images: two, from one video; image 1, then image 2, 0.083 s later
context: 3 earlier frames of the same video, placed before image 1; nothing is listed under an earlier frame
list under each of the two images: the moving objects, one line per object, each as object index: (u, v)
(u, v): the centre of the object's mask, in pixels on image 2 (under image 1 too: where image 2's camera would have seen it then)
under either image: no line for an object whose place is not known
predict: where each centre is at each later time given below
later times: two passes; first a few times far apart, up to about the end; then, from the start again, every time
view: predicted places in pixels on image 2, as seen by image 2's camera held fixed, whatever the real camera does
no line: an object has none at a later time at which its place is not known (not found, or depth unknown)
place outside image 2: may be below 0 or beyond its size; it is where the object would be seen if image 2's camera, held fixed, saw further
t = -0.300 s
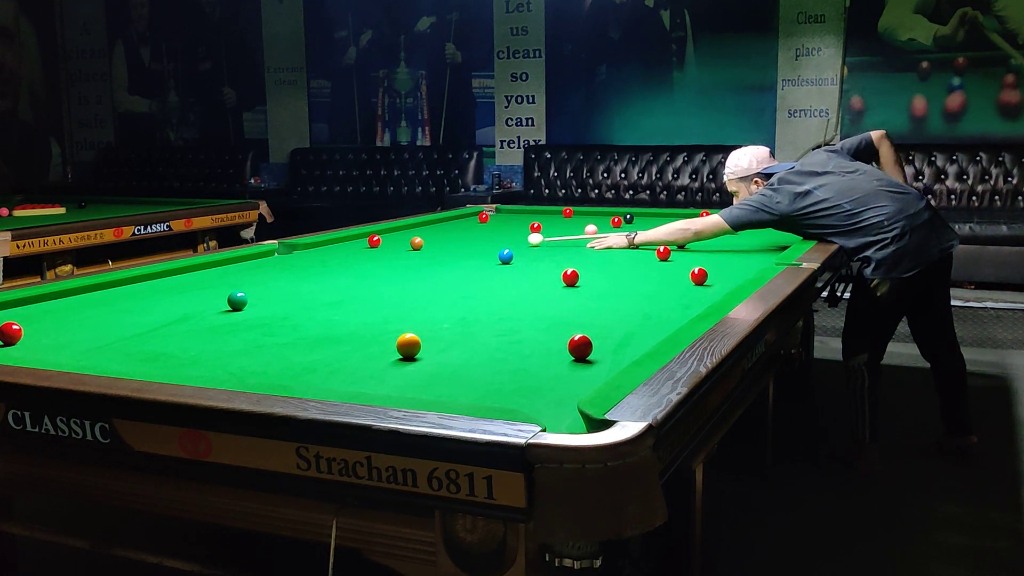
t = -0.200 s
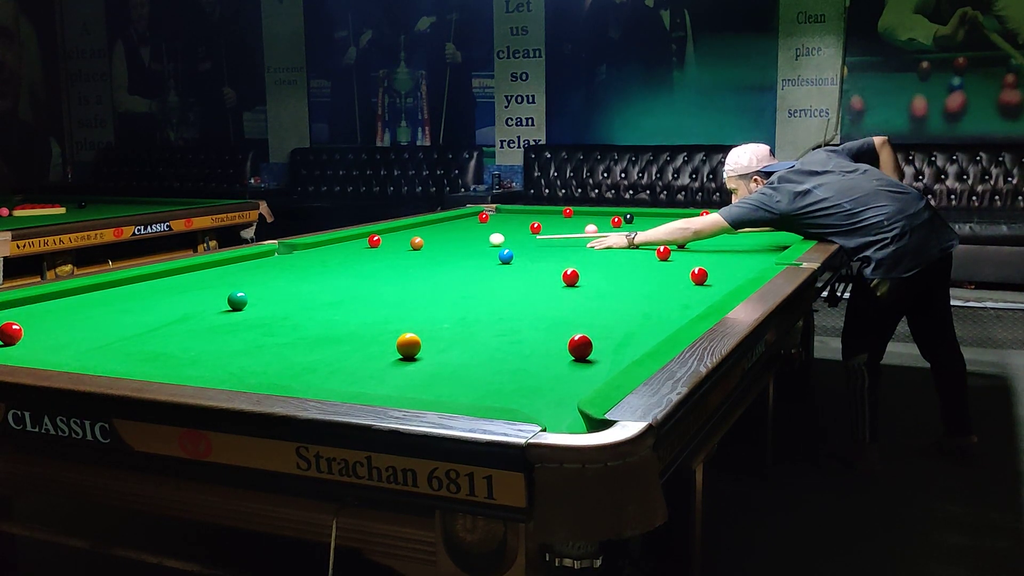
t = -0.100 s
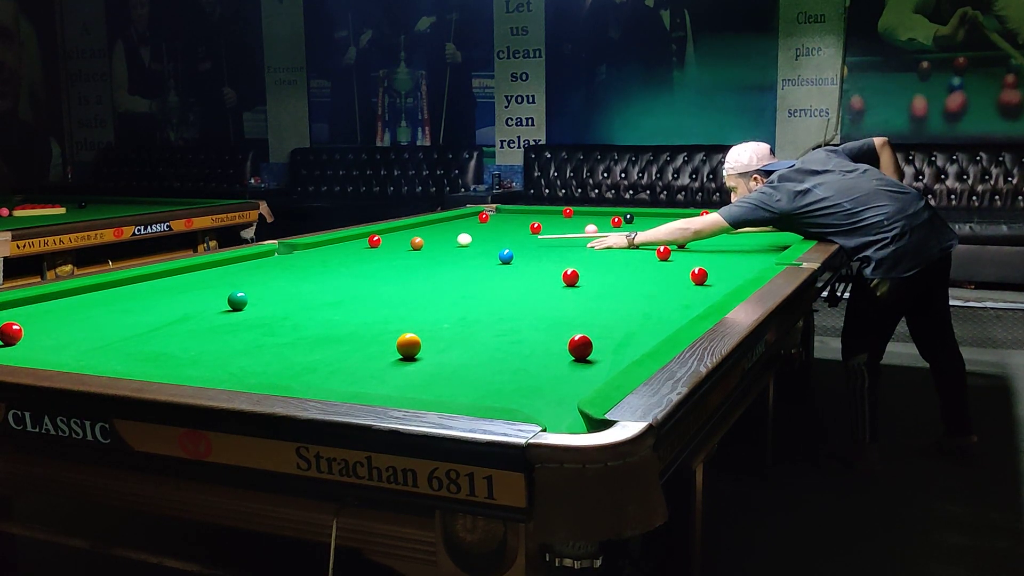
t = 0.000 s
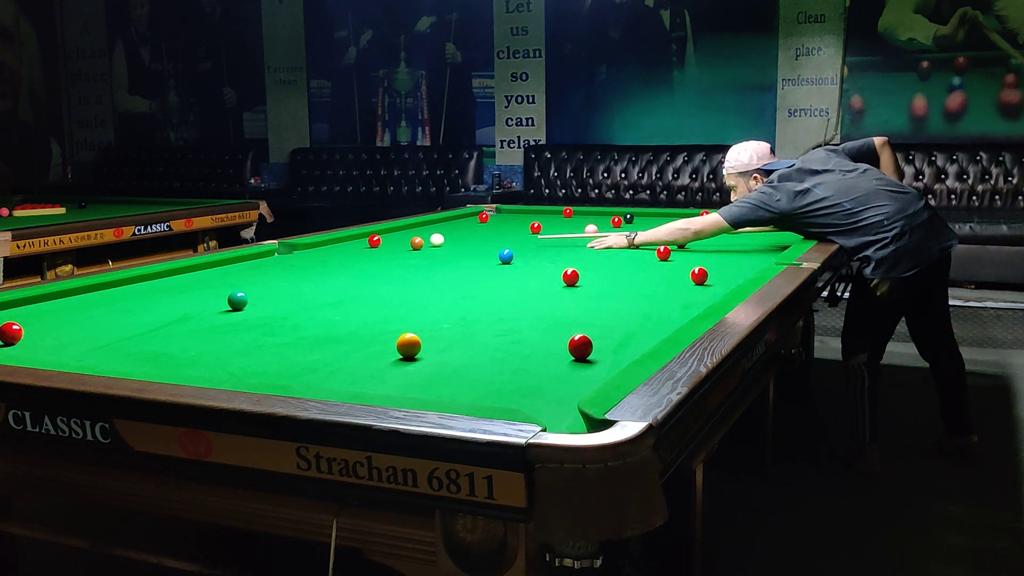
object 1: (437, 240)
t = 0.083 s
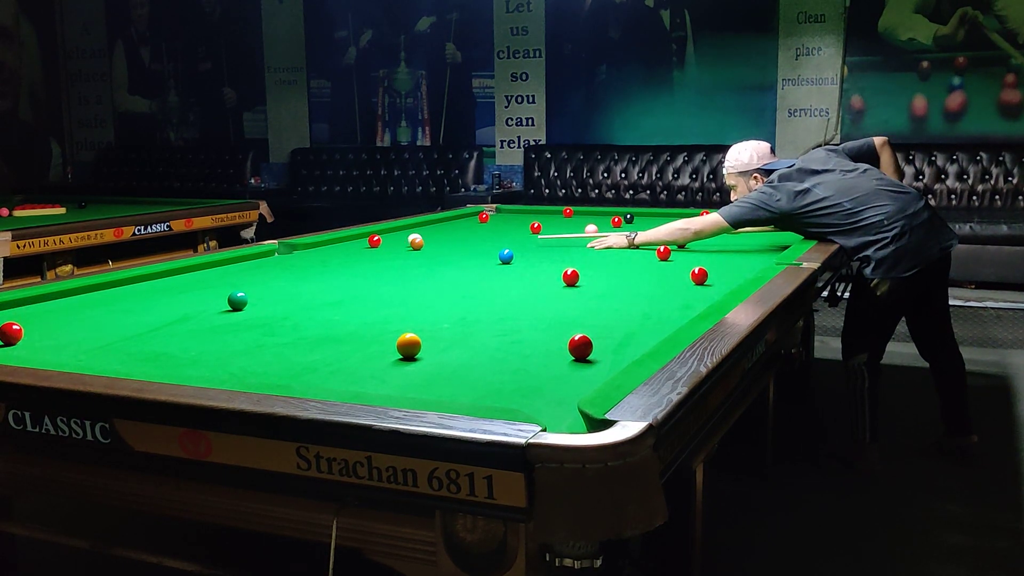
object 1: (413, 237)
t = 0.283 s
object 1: (380, 239)
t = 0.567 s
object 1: (353, 237)
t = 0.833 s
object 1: (372, 236)
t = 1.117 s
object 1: (394, 236)
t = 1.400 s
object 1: (412, 235)
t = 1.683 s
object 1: (430, 236)
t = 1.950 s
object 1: (445, 236)
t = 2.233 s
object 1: (458, 236)
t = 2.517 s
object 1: (469, 236)
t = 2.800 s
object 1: (478, 236)
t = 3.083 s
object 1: (485, 236)
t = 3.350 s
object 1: (489, 236)
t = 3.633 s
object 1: (492, 236)
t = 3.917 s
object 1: (493, 236)
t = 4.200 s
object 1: (493, 236)
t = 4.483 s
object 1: (493, 236)
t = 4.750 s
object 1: (493, 236)
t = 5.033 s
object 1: (493, 236)
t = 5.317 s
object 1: (493, 236)
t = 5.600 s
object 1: (493, 236)
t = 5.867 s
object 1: (494, 236)
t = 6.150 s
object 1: (494, 236)
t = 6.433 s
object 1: (494, 236)
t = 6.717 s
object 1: (494, 236)
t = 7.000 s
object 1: (494, 236)
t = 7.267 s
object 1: (494, 236)
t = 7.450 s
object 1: (494, 236)
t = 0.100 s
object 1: (409, 239)
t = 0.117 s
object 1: (405, 240)
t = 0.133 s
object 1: (402, 240)
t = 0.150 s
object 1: (397, 240)
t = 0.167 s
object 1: (393, 240)
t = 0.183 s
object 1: (389, 240)
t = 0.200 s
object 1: (386, 240)
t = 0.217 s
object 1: (385, 240)
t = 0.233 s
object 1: (384, 239)
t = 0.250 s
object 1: (383, 239)
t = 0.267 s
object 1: (381, 239)
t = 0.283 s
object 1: (380, 239)
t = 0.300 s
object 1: (378, 239)
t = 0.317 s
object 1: (376, 239)
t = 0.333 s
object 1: (375, 239)
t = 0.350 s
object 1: (373, 238)
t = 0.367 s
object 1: (371, 238)
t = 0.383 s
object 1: (370, 238)
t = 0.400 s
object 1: (368, 238)
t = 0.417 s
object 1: (367, 238)
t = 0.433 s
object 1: (365, 238)
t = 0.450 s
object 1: (363, 238)
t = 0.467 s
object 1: (362, 237)
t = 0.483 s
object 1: (360, 237)
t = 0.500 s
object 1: (359, 237)
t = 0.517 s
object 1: (357, 237)
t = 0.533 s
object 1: (356, 237)
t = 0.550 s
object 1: (354, 237)
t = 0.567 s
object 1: (353, 237)
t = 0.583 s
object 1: (351, 236)
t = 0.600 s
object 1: (352, 236)
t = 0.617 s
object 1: (353, 236)
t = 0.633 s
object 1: (355, 236)
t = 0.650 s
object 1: (356, 236)
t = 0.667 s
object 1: (358, 236)
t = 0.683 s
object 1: (359, 236)
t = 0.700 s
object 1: (361, 236)
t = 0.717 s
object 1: (362, 236)
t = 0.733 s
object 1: (364, 236)
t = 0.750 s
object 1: (365, 236)
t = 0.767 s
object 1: (366, 236)
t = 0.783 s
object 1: (368, 236)
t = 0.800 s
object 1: (369, 236)
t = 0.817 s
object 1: (370, 236)
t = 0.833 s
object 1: (372, 236)
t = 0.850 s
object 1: (373, 236)
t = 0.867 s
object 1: (374, 236)
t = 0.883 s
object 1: (376, 236)
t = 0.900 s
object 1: (377, 236)
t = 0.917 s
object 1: (378, 236)
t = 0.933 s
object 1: (380, 236)
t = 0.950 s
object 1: (381, 236)
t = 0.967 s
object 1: (382, 236)
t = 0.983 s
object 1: (384, 236)
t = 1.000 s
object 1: (385, 236)
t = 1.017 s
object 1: (386, 236)
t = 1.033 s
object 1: (387, 236)
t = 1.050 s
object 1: (389, 236)
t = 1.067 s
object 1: (390, 236)
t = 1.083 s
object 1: (391, 236)
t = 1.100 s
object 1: (392, 236)
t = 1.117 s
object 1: (394, 236)
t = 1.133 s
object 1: (395, 236)
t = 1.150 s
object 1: (396, 236)
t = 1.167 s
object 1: (397, 236)
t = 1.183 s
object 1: (399, 236)
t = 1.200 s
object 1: (400, 236)
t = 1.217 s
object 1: (401, 236)
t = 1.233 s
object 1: (402, 236)
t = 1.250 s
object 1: (403, 236)
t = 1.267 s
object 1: (404, 236)
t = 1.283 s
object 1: (405, 236)
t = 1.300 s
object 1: (406, 236)
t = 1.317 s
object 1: (407, 236)
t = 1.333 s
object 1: (408, 236)
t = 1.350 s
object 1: (409, 236)
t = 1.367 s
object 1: (410, 236)
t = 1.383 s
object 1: (411, 235)
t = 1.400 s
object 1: (412, 235)
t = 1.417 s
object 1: (414, 235)
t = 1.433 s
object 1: (415, 235)
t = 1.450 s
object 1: (416, 235)
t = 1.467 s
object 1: (418, 235)
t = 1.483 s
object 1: (419, 235)
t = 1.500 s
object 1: (420, 235)
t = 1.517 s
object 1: (421, 235)
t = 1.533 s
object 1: (422, 235)
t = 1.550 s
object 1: (423, 235)
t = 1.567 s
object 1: (424, 236)
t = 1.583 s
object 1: (425, 236)
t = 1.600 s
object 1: (426, 236)
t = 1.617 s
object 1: (427, 236)
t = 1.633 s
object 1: (428, 236)
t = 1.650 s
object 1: (429, 236)
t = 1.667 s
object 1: (429, 236)
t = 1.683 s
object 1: (430, 236)
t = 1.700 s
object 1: (431, 236)
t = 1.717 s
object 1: (432, 236)
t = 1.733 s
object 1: (433, 236)
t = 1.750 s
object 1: (434, 236)
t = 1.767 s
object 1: (435, 236)
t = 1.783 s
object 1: (436, 236)
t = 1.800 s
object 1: (437, 236)
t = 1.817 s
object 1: (438, 236)
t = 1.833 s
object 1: (439, 236)
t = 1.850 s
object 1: (440, 236)
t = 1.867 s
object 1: (440, 236)
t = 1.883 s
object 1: (441, 236)
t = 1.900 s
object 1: (442, 236)
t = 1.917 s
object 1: (443, 236)
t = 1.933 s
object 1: (444, 236)
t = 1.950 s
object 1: (445, 236)
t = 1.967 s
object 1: (445, 236)
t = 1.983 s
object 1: (446, 236)
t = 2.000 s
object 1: (447, 236)
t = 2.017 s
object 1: (448, 236)
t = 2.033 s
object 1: (449, 236)
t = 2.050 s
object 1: (449, 236)
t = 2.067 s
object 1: (450, 236)
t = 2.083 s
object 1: (451, 236)
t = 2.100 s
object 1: (452, 236)
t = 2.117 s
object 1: (452, 236)
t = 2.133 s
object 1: (453, 236)
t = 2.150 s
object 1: (454, 236)
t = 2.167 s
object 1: (455, 236)
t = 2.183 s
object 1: (456, 236)
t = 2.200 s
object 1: (456, 236)
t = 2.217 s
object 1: (457, 236)
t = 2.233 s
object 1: (458, 236)
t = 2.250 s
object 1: (458, 236)
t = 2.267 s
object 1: (459, 236)
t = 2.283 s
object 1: (460, 236)
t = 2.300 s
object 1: (460, 236)
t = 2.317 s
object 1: (461, 236)
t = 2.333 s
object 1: (462, 236)
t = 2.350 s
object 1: (462, 236)
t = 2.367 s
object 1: (463, 236)
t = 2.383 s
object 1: (464, 236)
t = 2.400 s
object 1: (464, 236)
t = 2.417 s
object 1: (465, 236)
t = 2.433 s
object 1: (466, 236)
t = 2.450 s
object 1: (466, 236)
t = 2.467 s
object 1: (467, 236)
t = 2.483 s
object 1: (468, 236)
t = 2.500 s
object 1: (468, 236)
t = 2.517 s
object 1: (469, 236)
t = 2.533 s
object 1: (469, 236)
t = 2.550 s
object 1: (470, 236)
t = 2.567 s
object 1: (471, 236)
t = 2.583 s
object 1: (471, 236)
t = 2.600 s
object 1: (472, 236)
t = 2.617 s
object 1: (472, 236)
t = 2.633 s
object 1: (473, 236)
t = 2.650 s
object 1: (473, 236)
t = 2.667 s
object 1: (474, 236)
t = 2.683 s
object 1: (474, 236)
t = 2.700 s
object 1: (475, 236)
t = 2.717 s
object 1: (475, 236)
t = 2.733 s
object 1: (476, 236)
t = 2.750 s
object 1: (476, 236)
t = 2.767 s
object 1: (477, 236)
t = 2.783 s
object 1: (477, 236)
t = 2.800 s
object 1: (478, 236)
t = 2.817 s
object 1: (478, 236)
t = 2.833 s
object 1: (479, 236)
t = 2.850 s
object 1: (479, 236)
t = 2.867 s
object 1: (480, 236)
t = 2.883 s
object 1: (480, 236)
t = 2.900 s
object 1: (480, 236)
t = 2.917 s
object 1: (481, 236)
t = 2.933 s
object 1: (481, 236)
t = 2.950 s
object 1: (482, 236)
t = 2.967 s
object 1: (482, 236)
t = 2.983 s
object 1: (483, 236)
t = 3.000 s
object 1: (483, 236)
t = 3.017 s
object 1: (483, 236)
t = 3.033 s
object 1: (484, 236)
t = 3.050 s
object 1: (484, 236)
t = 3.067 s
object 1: (485, 236)
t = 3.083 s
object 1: (485, 236)
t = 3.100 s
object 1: (485, 236)
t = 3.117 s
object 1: (486, 236)
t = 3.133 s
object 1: (486, 236)
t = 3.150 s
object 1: (486, 236)
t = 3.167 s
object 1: (486, 236)
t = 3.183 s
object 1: (487, 236)
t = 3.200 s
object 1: (487, 236)
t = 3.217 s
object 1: (487, 236)
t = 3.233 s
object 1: (488, 236)
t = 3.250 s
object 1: (488, 236)
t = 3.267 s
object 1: (488, 236)
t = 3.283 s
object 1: (488, 236)
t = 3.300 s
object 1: (489, 236)
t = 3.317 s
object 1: (489, 236)
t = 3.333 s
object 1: (489, 236)
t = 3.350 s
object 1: (489, 236)
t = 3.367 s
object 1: (490, 236)
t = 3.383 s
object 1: (490, 236)
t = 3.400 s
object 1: (490, 236)
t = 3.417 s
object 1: (490, 236)
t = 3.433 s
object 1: (490, 236)
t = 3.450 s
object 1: (491, 236)
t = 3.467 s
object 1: (491, 236)
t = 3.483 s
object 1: (491, 236)
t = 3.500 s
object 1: (491, 236)
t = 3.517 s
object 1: (491, 236)
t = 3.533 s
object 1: (491, 236)
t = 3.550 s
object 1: (492, 236)
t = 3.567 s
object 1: (492, 236)
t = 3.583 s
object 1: (492, 236)
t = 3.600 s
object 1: (492, 236)
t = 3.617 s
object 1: (492, 236)
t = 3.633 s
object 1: (492, 236)
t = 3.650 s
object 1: (492, 236)
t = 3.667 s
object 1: (492, 236)
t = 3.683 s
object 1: (493, 236)
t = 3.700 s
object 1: (493, 236)
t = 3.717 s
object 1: (493, 236)
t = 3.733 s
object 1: (493, 236)
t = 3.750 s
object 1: (493, 236)
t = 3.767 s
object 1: (493, 236)
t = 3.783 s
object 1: (493, 236)
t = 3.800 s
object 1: (493, 236)
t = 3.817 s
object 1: (493, 236)
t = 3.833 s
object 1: (493, 236)
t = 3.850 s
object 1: (493, 236)
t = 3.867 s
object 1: (493, 236)
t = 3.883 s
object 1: (493, 236)
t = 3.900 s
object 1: (493, 236)
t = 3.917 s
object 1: (493, 236)
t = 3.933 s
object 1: (493, 236)
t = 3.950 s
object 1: (493, 236)
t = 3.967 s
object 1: (493, 236)
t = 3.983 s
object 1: (493, 236)
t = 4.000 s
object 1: (493, 236)
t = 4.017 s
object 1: (493, 236)
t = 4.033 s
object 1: (493, 236)
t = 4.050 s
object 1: (493, 236)
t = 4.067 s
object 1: (493, 236)
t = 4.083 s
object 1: (493, 236)
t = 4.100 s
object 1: (493, 236)
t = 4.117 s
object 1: (493, 236)
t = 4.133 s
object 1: (493, 236)
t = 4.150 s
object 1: (493, 236)
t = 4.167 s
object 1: (493, 236)
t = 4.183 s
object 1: (493, 236)
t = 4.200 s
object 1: (493, 236)
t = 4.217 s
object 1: (493, 236)
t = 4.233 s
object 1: (493, 236)
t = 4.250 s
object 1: (493, 236)
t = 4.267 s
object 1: (493, 236)
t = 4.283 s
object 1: (493, 236)
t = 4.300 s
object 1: (493, 236)
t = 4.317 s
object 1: (493, 236)
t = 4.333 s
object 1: (493, 236)
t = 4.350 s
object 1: (493, 236)
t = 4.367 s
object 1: (493, 236)
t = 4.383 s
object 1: (493, 236)
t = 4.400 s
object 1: (493, 236)
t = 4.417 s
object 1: (493, 236)
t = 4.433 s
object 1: (493, 236)
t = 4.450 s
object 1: (493, 236)
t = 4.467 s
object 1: (493, 236)
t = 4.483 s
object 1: (493, 236)
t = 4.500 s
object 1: (493, 236)
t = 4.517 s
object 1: (493, 236)
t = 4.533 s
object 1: (493, 236)
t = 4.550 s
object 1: (493, 236)
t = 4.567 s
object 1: (493, 236)
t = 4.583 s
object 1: (493, 236)
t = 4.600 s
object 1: (493, 236)
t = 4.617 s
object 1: (493, 236)
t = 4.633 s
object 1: (493, 236)
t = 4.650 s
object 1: (493, 236)
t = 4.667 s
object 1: (493, 237)
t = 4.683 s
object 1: (493, 236)
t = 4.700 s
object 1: (493, 236)
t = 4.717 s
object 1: (493, 236)
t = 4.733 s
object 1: (493, 236)
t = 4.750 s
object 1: (493, 236)
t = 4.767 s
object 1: (493, 236)
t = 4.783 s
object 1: (493, 236)
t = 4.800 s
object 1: (493, 236)
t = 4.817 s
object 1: (493, 236)
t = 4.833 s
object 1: (493, 236)
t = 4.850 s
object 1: (493, 236)
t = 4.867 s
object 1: (493, 236)
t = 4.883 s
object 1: (493, 236)
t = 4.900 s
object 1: (493, 236)
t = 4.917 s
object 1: (493, 236)
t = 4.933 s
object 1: (493, 236)
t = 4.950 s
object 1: (493, 236)
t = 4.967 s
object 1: (493, 236)
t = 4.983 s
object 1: (493, 236)
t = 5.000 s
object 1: (493, 236)
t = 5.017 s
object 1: (493, 236)
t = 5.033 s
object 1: (493, 236)
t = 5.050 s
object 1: (493, 236)
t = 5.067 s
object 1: (493, 236)
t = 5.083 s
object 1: (493, 236)
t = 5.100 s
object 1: (493, 236)
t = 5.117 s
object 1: (493, 236)
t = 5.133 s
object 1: (493, 236)
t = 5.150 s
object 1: (493, 236)
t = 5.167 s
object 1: (493, 236)
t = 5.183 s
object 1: (493, 236)
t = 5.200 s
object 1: (493, 236)
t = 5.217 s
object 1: (493, 236)
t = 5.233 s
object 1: (493, 236)
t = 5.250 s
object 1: (493, 236)
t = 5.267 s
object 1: (493, 236)
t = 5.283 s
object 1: (493, 236)
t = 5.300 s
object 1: (493, 236)
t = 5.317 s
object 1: (493, 236)
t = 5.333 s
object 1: (493, 236)
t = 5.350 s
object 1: (493, 236)
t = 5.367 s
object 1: (493, 236)
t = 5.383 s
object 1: (493, 236)
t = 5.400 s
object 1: (493, 236)
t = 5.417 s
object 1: (493, 236)
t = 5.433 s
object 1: (493, 236)
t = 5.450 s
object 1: (493, 236)
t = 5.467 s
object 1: (493, 236)
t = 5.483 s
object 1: (493, 236)
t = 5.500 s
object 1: (493, 236)
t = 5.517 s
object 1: (493, 236)
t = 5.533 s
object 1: (493, 236)
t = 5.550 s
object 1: (493, 236)
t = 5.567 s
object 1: (493, 236)
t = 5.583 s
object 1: (493, 236)
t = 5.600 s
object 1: (493, 236)
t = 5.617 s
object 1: (493, 236)
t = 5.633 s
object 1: (493, 236)
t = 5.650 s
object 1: (493, 236)
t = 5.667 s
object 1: (493, 236)
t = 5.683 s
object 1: (493, 236)
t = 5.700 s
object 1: (493, 236)
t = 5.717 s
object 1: (493, 236)
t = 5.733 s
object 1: (493, 236)
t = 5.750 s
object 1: (493, 236)
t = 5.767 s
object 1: (493, 236)
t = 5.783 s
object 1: (493, 236)
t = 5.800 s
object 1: (493, 236)
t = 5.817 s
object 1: (493, 236)
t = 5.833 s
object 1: (493, 236)
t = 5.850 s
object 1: (493, 236)
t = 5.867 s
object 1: (494, 236)
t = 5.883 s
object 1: (493, 236)
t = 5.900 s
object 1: (494, 236)
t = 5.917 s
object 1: (494, 236)
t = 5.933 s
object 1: (494, 236)
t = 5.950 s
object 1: (494, 236)
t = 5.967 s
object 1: (494, 236)
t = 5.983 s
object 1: (494, 236)
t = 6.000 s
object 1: (494, 236)
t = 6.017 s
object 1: (493, 236)
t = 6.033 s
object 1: (494, 236)
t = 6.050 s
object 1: (494, 236)
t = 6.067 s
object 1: (494, 236)
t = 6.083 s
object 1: (494, 236)
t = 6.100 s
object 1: (494, 236)
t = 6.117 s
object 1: (494, 236)
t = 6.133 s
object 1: (494, 236)
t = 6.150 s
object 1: (494, 236)
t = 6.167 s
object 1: (494, 236)
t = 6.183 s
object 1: (494, 236)
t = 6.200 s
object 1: (494, 236)
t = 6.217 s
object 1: (494, 236)
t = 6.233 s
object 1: (494, 236)
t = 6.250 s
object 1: (494, 236)
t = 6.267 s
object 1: (494, 236)
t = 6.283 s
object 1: (494, 236)
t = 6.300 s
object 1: (494, 236)
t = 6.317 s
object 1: (494, 236)
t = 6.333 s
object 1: (494, 236)
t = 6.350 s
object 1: (494, 236)
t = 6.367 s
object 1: (494, 236)
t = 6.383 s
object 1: (494, 236)
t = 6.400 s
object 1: (494, 236)
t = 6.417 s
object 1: (494, 236)
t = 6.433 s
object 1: (494, 236)
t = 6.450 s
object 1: (494, 236)
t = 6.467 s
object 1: (494, 236)
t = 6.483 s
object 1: (494, 236)
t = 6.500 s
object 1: (494, 236)
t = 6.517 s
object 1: (494, 236)
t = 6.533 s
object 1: (494, 236)
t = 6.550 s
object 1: (494, 236)
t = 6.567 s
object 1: (494, 236)
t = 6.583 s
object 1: (494, 236)
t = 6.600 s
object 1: (494, 236)
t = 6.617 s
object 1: (494, 236)
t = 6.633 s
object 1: (494, 236)
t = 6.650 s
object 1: (494, 236)
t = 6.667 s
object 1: (494, 236)
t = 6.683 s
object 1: (494, 236)
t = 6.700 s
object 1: (494, 236)
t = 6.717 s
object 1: (494, 236)
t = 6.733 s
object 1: (494, 236)
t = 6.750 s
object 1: (494, 236)
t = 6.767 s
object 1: (494, 236)
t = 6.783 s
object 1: (494, 236)
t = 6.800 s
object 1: (494, 236)
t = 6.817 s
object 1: (494, 236)
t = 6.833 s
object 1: (494, 236)
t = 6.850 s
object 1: (494, 236)
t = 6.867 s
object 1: (494, 236)
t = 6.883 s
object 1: (494, 236)
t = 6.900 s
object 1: (494, 236)
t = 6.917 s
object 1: (494, 236)
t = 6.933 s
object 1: (494, 236)
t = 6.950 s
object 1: (494, 236)
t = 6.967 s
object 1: (494, 236)
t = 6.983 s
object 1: (494, 236)
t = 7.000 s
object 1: (494, 236)
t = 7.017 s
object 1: (494, 236)
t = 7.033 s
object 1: (494, 236)
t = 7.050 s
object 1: (494, 236)
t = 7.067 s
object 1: (494, 236)
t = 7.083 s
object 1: (494, 236)
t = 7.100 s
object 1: (494, 236)
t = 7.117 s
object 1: (494, 236)
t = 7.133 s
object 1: (494, 236)
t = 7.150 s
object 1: (494, 236)
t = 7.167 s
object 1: (494, 236)
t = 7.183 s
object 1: (494, 236)
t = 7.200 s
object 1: (494, 236)
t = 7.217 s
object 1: (494, 236)
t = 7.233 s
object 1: (494, 236)
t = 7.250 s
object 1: (494, 236)
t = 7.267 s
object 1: (494, 236)
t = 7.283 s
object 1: (494, 236)
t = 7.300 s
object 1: (494, 236)
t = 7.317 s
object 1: (494, 236)
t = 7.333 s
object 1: (494, 236)
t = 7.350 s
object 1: (494, 236)
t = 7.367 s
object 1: (494, 236)
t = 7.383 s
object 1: (494, 236)
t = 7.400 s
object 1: (494, 236)
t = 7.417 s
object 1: (494, 236)
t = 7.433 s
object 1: (494, 236)
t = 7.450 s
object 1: (494, 236)
